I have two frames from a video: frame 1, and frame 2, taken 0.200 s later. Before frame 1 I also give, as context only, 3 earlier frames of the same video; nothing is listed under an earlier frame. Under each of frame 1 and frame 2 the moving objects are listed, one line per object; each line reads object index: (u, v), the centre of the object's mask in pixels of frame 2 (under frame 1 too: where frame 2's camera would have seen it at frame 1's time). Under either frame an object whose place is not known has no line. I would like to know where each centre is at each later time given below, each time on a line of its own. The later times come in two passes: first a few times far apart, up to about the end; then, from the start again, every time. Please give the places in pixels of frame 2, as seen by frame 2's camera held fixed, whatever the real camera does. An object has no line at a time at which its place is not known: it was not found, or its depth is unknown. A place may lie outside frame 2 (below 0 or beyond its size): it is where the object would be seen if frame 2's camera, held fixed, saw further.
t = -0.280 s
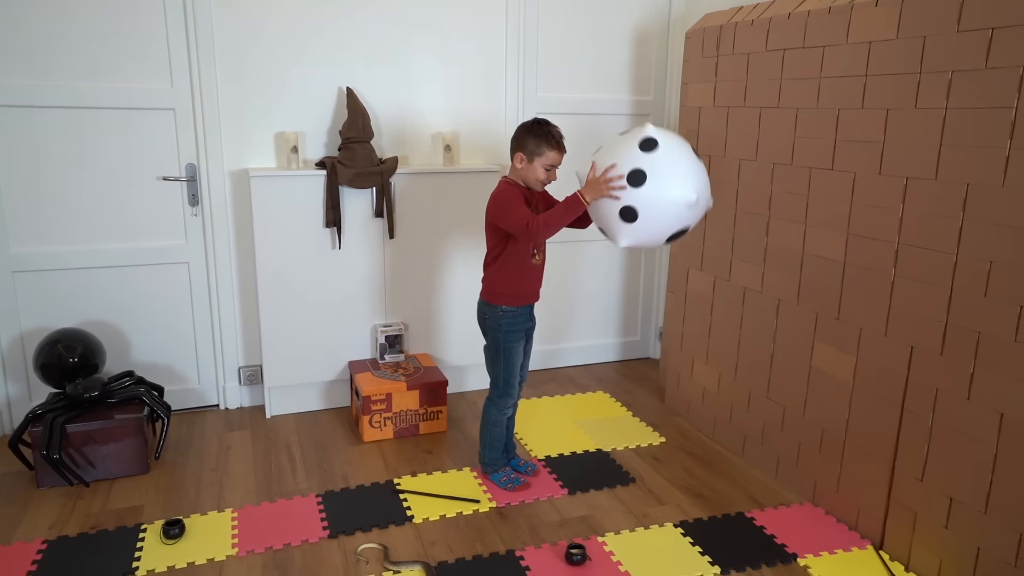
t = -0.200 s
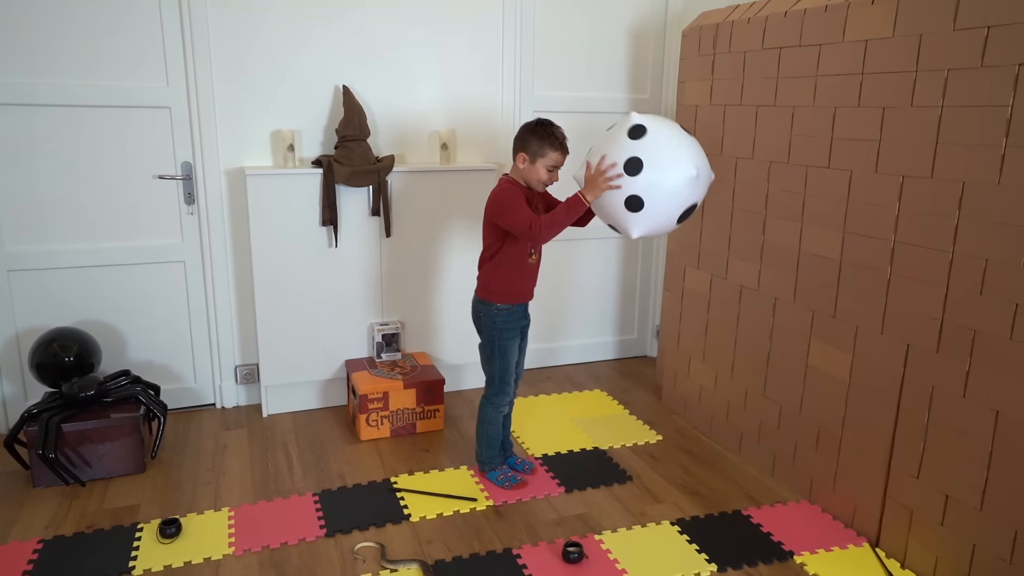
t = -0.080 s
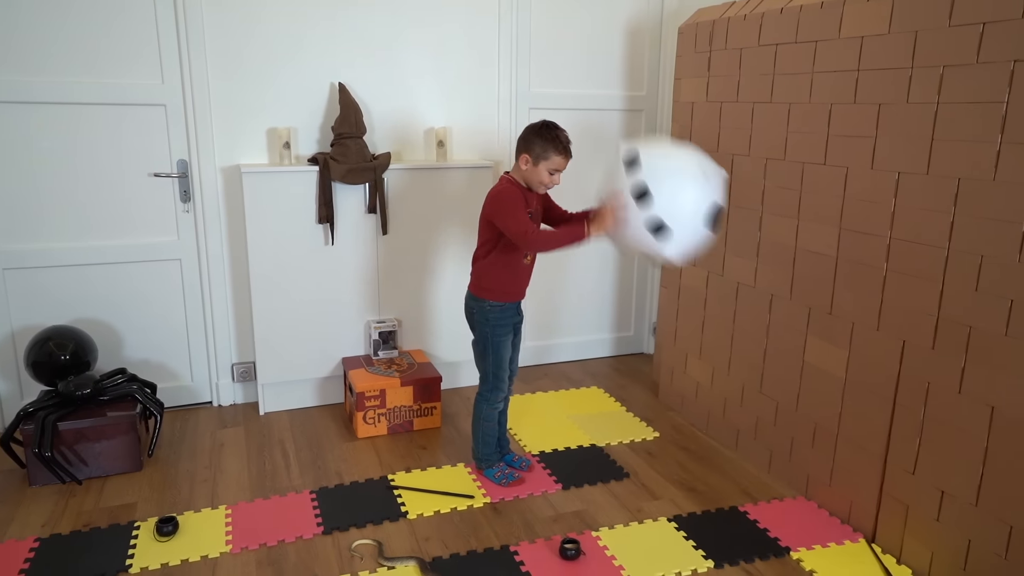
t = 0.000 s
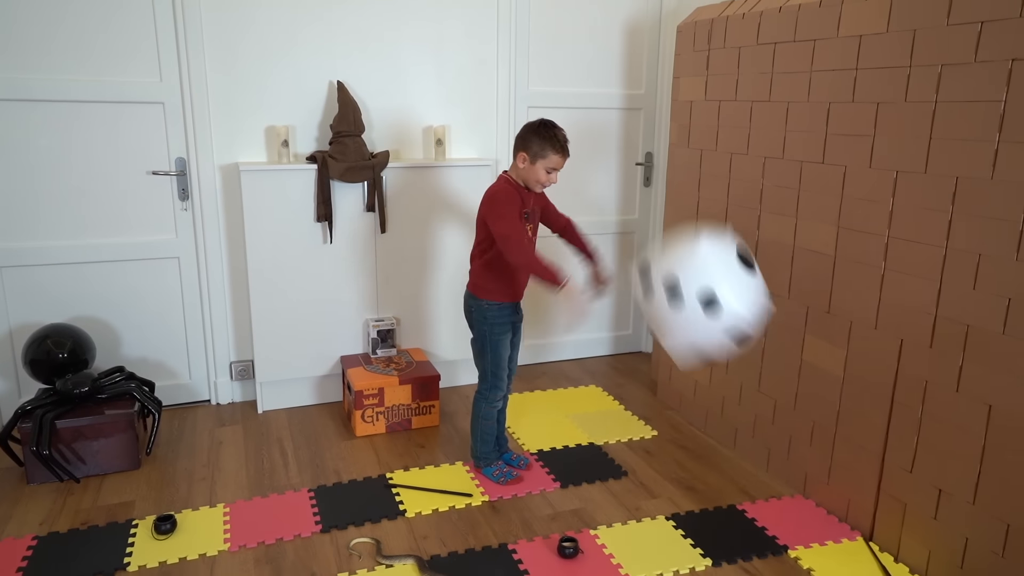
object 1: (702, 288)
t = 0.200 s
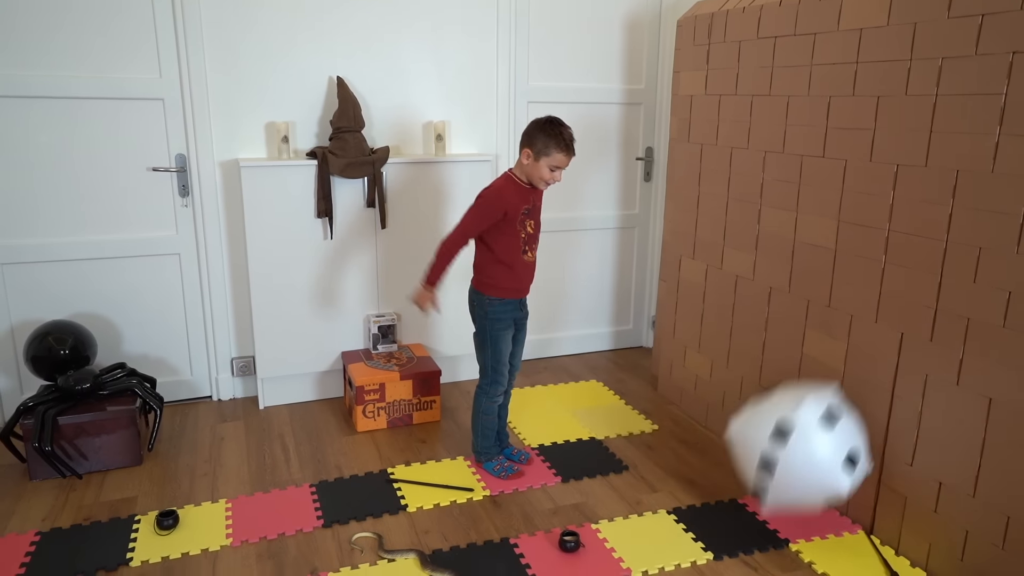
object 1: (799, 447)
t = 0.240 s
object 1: (812, 415)
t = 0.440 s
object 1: (823, 318)
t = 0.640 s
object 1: (785, 317)
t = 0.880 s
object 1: (730, 429)
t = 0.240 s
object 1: (812, 415)
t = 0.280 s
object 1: (825, 384)
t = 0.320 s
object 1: (836, 356)
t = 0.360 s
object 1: (835, 339)
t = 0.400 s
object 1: (830, 327)
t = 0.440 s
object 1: (823, 318)
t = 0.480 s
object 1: (816, 311)
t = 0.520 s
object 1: (808, 308)
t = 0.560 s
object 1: (801, 308)
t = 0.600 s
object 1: (793, 311)
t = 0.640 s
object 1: (785, 317)
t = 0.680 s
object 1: (777, 327)
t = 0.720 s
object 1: (769, 341)
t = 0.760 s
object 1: (760, 358)
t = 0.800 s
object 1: (750, 379)
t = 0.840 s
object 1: (740, 402)
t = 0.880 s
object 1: (730, 429)
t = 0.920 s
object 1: (720, 458)
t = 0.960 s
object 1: (710, 487)
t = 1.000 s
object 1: (700, 521)
